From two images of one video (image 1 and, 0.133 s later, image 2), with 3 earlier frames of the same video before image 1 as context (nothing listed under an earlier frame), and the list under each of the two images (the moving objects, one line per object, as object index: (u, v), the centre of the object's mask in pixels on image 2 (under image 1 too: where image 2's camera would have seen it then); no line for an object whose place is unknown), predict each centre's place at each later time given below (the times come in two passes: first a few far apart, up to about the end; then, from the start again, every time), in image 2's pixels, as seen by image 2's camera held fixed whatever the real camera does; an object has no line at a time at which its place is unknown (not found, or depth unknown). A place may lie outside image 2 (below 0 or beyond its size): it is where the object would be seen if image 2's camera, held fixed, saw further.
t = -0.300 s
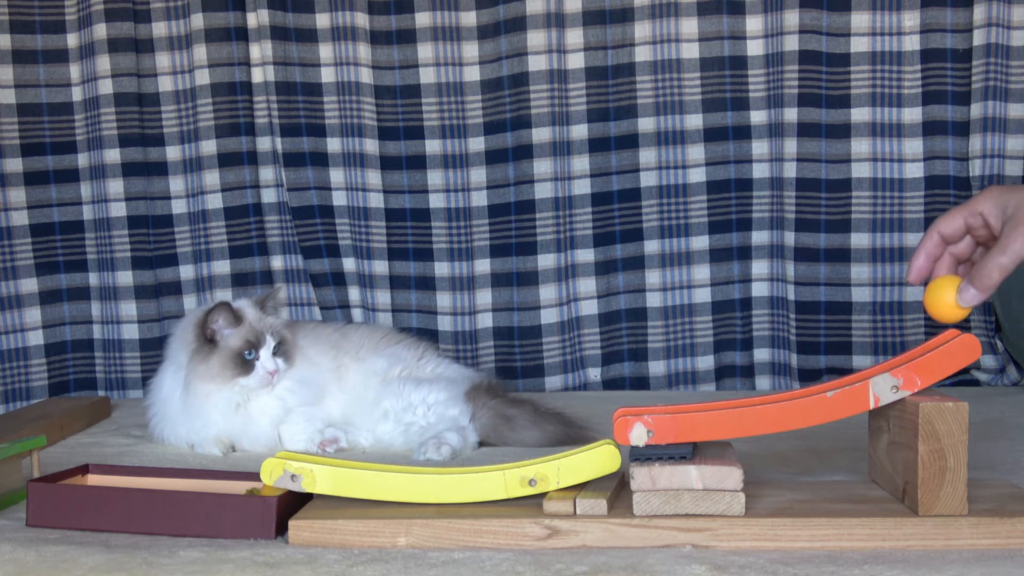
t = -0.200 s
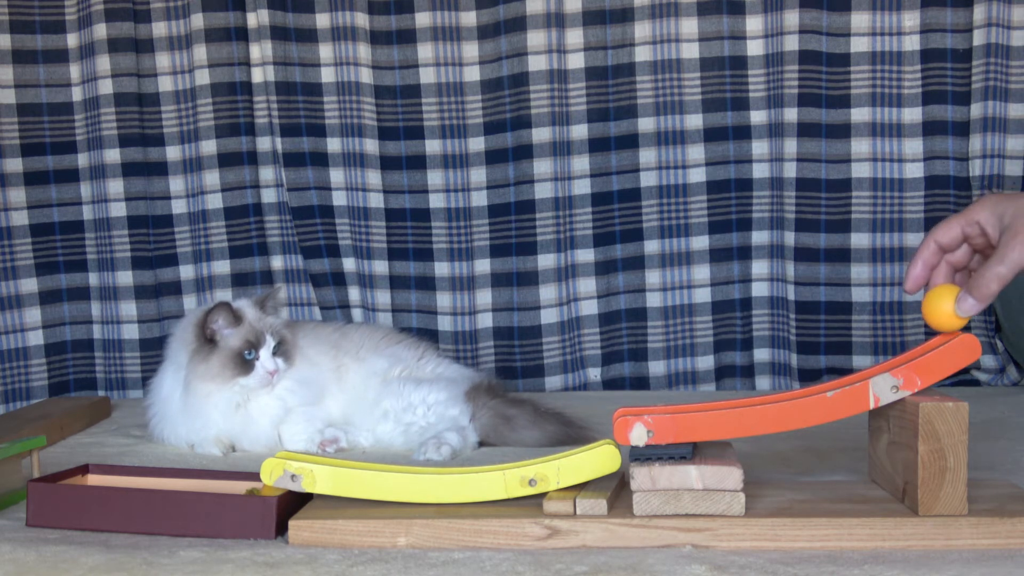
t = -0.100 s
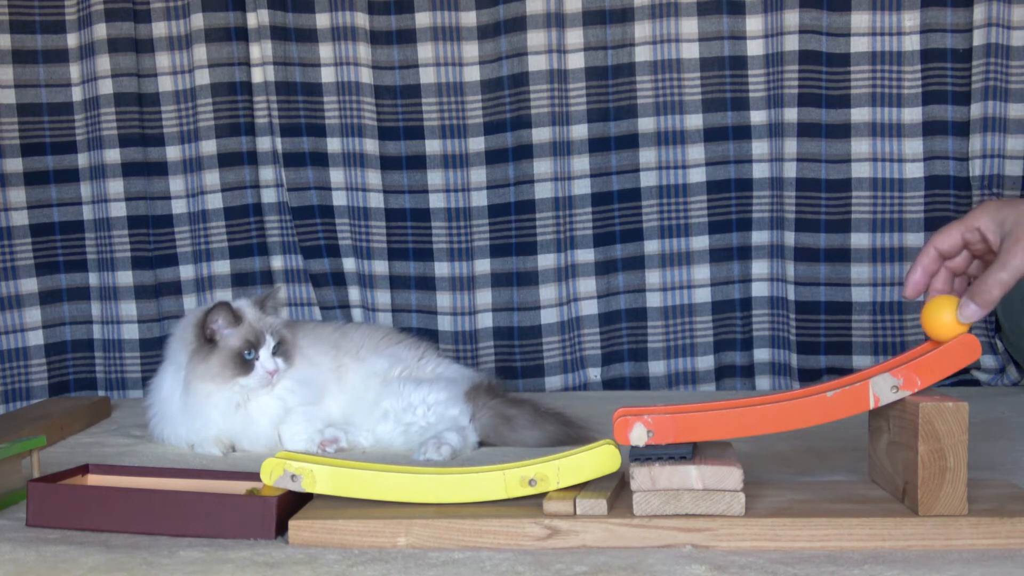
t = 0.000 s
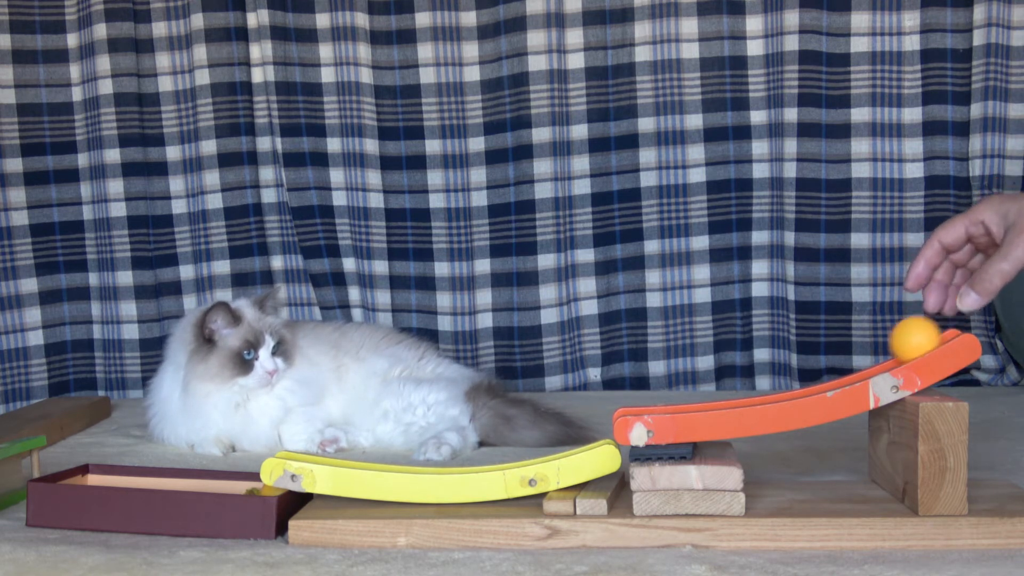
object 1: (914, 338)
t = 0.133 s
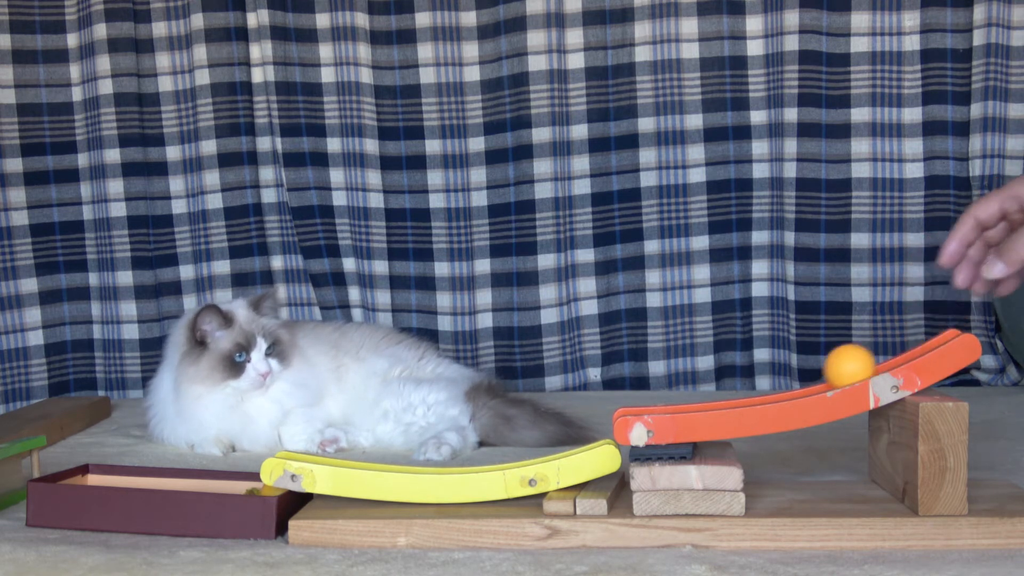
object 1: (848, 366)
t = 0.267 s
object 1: (789, 381)
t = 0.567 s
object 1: (657, 396)
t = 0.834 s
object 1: (513, 450)
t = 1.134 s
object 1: (364, 453)
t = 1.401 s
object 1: (265, 445)
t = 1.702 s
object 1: (162, 481)
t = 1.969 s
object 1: (108, 477)
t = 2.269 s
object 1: (113, 477)
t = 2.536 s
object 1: (132, 478)
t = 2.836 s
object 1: (176, 480)
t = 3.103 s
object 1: (216, 483)
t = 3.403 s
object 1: (223, 484)
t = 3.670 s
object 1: (239, 485)
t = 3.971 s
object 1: (243, 486)
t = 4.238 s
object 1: (242, 486)
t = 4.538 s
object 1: (240, 486)
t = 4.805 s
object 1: (236, 485)
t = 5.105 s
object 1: (239, 485)
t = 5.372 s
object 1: (239, 485)
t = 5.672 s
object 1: (239, 485)
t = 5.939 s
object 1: (239, 485)
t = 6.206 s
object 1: (239, 485)
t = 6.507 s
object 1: (239, 485)
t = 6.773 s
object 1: (239, 485)
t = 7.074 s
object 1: (239, 485)
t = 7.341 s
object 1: (239, 485)
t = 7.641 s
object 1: (238, 485)
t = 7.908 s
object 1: (238, 485)
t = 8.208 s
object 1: (238, 485)
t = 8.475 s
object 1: (238, 485)
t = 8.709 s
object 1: (238, 485)
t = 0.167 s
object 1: (833, 370)
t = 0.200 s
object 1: (818, 374)
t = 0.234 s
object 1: (803, 378)
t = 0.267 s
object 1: (789, 381)
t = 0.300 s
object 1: (774, 384)
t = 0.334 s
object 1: (760, 386)
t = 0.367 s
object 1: (744, 388)
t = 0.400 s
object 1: (730, 390)
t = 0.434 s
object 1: (715, 392)
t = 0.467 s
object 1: (701, 393)
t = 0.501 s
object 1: (686, 394)
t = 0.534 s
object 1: (672, 396)
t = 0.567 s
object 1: (657, 396)
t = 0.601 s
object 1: (643, 397)
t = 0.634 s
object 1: (629, 398)
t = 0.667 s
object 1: (615, 401)
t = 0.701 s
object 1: (599, 414)
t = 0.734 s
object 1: (581, 428)
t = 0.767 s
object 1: (559, 439)
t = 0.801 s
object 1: (536, 443)
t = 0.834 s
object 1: (513, 450)
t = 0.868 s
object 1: (491, 454)
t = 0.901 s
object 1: (472, 456)
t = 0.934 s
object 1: (455, 457)
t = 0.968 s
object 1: (438, 457)
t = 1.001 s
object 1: (422, 457)
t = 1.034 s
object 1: (407, 456)
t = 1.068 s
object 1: (392, 455)
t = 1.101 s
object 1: (378, 454)
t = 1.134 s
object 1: (364, 453)
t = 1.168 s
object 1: (350, 451)
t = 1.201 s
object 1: (337, 450)
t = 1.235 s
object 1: (325, 448)
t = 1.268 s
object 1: (312, 446)
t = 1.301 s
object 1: (300, 444)
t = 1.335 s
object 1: (288, 442)
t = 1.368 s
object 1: (277, 442)
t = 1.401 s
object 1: (265, 445)
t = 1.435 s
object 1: (251, 462)
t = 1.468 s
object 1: (243, 483)
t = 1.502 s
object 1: (232, 485)
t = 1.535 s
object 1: (218, 485)
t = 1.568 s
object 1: (205, 484)
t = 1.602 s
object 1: (193, 483)
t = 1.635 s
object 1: (182, 482)
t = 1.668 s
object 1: (172, 481)
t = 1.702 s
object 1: (162, 481)
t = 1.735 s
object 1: (153, 480)
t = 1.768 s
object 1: (145, 479)
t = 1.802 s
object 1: (138, 479)
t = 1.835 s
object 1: (131, 478)
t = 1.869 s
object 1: (125, 477)
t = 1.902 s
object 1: (119, 477)
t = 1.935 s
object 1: (113, 477)
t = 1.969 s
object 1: (108, 477)
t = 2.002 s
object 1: (103, 476)
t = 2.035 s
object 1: (101, 476)
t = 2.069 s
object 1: (102, 476)
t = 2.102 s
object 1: (103, 476)
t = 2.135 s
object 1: (104, 476)
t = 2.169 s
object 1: (106, 476)
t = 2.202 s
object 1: (108, 477)
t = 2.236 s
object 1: (110, 477)
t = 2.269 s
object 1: (113, 477)
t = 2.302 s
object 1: (115, 477)
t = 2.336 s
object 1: (118, 477)
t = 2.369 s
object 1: (120, 477)
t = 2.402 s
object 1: (122, 477)
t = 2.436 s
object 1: (124, 477)
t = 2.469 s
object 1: (127, 477)
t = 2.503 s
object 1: (129, 478)
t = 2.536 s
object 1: (132, 478)
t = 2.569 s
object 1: (135, 478)
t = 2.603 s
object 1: (139, 478)
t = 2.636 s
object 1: (143, 478)
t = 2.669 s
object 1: (148, 479)
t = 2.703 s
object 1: (152, 479)
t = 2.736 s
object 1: (158, 479)
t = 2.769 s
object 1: (163, 480)
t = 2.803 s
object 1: (170, 480)
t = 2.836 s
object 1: (176, 480)
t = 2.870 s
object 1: (183, 481)
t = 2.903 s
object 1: (189, 481)
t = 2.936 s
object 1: (196, 482)
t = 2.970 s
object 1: (203, 482)
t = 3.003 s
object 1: (209, 482)
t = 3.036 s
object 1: (216, 483)
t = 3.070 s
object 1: (216, 483)
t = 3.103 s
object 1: (216, 483)
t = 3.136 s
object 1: (216, 483)
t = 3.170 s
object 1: (218, 483)
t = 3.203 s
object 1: (219, 483)
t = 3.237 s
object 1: (219, 483)
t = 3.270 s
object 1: (220, 483)
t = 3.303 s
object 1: (221, 484)
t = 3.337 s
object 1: (221, 484)
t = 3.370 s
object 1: (222, 484)
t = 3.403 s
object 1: (223, 484)
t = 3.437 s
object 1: (225, 484)
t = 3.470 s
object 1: (227, 484)
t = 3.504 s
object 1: (229, 484)
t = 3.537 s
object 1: (231, 485)
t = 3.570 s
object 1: (235, 485)
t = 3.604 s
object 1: (237, 485)
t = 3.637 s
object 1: (239, 485)
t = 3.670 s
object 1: (239, 485)
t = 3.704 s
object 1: (240, 486)
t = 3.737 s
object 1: (240, 486)
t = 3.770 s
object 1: (241, 486)
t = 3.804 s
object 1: (241, 486)
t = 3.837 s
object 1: (242, 486)
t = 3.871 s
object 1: (242, 486)
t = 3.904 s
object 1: (242, 486)
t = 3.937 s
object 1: (243, 486)
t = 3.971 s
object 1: (243, 486)
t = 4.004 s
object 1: (243, 486)
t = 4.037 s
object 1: (243, 486)
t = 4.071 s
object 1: (243, 486)
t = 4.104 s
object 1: (243, 486)
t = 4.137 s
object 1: (243, 486)
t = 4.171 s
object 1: (243, 486)
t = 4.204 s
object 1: (242, 486)
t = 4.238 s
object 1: (242, 486)
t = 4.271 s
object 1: (242, 486)
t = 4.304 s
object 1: (242, 486)
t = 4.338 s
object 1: (242, 486)
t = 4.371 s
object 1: (242, 486)
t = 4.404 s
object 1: (242, 486)
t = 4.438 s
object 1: (242, 486)
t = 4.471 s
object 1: (241, 486)
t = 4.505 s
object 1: (241, 486)
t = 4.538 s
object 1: (240, 486)
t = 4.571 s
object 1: (240, 486)
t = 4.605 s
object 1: (239, 485)
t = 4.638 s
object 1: (239, 485)
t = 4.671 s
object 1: (239, 485)
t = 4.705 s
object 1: (237, 485)
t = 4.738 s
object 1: (237, 485)
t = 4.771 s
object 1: (236, 485)
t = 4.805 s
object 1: (236, 485)
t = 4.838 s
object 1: (236, 485)
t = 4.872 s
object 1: (236, 485)
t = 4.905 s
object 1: (237, 485)
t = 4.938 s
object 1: (237, 485)
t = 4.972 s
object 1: (238, 485)
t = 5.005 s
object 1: (239, 485)
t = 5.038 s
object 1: (239, 485)
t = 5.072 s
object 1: (239, 485)
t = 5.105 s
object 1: (239, 485)
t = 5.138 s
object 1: (238, 485)
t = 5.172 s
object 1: (238, 485)
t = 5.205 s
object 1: (238, 485)
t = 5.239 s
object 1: (239, 485)
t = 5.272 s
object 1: (238, 485)
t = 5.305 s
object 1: (238, 485)
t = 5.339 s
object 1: (238, 485)
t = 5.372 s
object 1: (239, 485)
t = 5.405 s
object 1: (239, 485)
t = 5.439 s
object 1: (239, 485)
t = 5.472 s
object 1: (239, 485)
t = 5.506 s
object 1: (239, 485)
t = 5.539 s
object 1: (239, 485)
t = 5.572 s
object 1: (239, 485)
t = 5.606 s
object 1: (238, 485)
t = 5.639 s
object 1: (239, 485)
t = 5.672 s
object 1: (239, 485)
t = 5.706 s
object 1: (239, 485)
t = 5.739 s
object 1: (239, 485)
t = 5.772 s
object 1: (239, 485)
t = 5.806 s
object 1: (239, 485)
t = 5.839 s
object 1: (239, 485)
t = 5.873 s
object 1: (239, 485)
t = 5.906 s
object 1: (239, 485)
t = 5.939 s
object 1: (239, 485)
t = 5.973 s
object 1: (239, 485)
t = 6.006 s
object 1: (239, 485)
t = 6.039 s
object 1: (239, 485)
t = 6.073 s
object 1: (239, 485)
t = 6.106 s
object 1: (239, 485)
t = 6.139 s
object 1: (239, 485)
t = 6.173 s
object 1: (239, 485)
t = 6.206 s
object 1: (239, 485)
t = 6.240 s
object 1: (239, 485)
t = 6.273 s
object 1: (239, 485)
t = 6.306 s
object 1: (239, 485)
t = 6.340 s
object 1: (239, 485)
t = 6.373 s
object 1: (239, 485)
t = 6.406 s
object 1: (239, 485)
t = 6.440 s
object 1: (239, 485)
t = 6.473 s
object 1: (239, 485)
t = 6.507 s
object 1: (239, 485)
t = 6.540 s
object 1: (239, 485)
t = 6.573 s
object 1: (239, 485)
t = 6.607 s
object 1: (239, 485)
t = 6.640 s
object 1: (239, 485)
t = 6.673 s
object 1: (239, 485)
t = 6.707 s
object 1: (239, 485)
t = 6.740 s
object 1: (239, 485)
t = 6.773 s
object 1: (239, 485)
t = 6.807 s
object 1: (239, 485)
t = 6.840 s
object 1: (239, 485)
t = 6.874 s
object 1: (239, 485)
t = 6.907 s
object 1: (239, 485)
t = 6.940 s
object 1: (239, 485)
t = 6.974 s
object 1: (239, 485)
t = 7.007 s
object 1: (239, 485)
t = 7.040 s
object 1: (239, 485)
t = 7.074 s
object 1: (239, 485)
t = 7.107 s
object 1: (239, 485)
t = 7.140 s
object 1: (239, 485)
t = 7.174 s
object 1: (238, 485)
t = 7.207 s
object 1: (239, 485)
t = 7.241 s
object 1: (239, 485)
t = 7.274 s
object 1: (239, 485)
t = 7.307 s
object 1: (239, 485)
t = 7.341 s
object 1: (239, 485)
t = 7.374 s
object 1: (239, 485)
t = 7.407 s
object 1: (239, 485)
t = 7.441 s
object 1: (239, 485)
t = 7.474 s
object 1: (239, 485)
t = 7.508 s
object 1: (239, 485)
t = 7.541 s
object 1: (239, 485)
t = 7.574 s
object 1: (239, 485)
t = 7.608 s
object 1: (239, 485)
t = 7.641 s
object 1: (238, 485)
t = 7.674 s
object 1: (238, 485)
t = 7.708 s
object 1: (238, 485)
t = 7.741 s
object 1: (238, 485)
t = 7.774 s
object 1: (238, 485)
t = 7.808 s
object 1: (238, 485)
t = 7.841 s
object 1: (238, 485)
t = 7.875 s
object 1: (238, 485)
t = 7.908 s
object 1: (238, 485)
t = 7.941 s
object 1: (238, 485)
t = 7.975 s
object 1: (238, 485)
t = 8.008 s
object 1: (238, 485)
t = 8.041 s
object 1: (238, 485)
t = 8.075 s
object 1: (238, 485)
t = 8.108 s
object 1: (238, 485)
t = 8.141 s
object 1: (238, 485)
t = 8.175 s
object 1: (238, 485)
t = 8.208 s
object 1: (238, 485)
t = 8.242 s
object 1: (238, 485)
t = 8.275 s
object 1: (239, 485)
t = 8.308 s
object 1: (238, 485)
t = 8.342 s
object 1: (238, 485)
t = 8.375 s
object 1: (238, 485)
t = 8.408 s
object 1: (238, 485)
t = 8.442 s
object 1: (238, 485)
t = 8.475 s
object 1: (238, 485)
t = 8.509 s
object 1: (238, 485)
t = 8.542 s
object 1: (238, 485)
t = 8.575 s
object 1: (238, 485)
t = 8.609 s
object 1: (238, 485)
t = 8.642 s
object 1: (238, 485)
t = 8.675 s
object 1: (238, 485)
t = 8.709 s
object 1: (238, 485)
